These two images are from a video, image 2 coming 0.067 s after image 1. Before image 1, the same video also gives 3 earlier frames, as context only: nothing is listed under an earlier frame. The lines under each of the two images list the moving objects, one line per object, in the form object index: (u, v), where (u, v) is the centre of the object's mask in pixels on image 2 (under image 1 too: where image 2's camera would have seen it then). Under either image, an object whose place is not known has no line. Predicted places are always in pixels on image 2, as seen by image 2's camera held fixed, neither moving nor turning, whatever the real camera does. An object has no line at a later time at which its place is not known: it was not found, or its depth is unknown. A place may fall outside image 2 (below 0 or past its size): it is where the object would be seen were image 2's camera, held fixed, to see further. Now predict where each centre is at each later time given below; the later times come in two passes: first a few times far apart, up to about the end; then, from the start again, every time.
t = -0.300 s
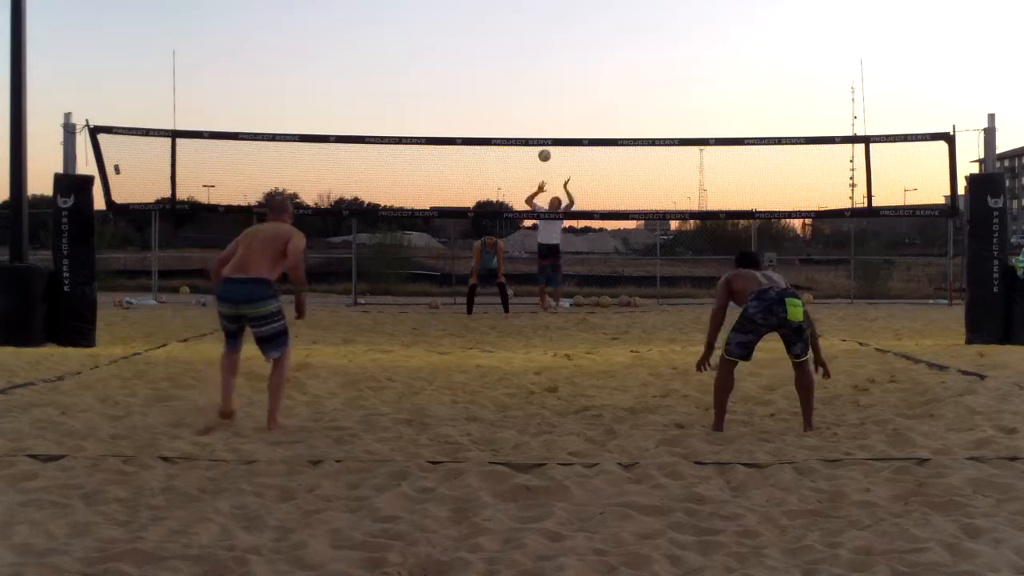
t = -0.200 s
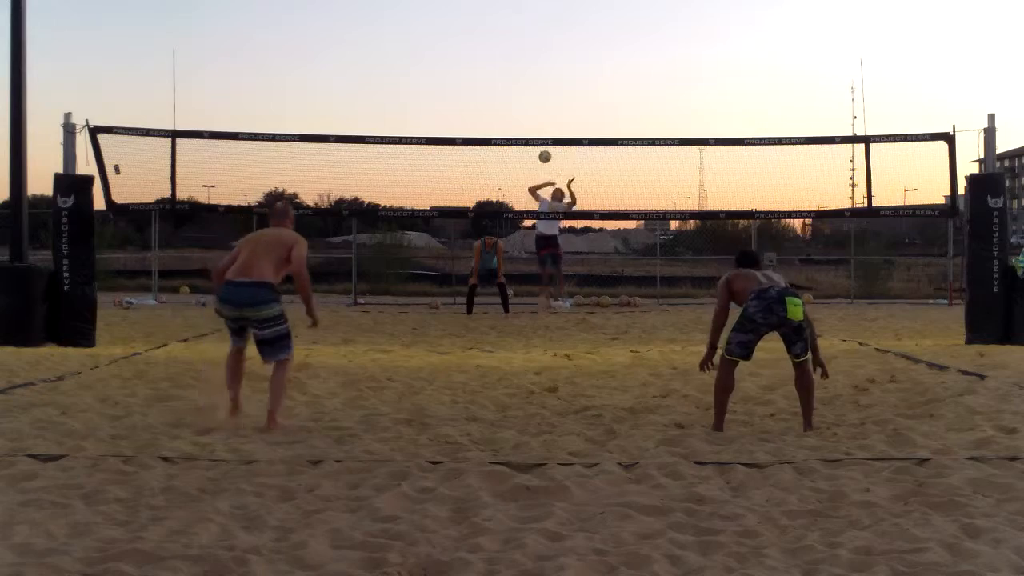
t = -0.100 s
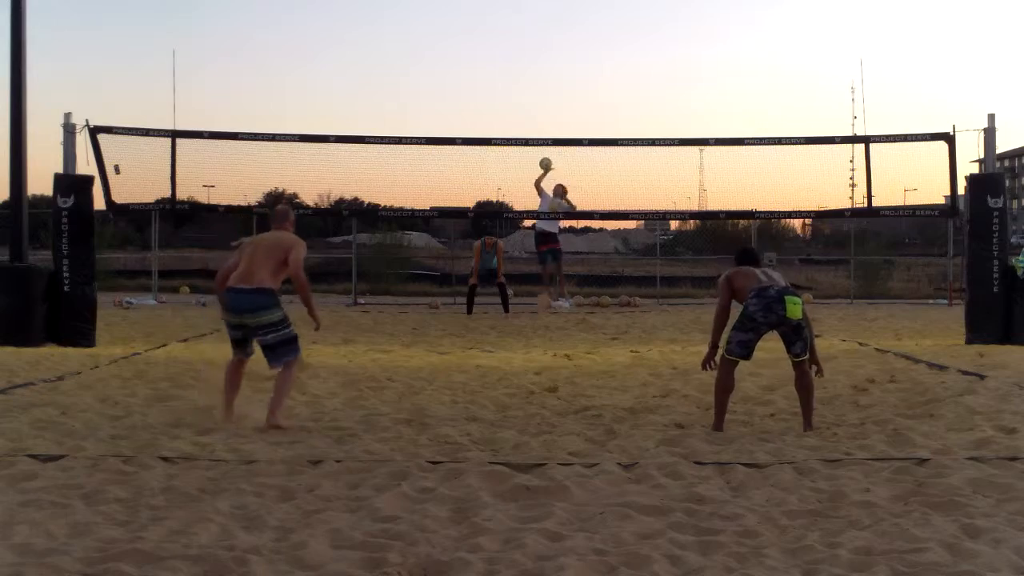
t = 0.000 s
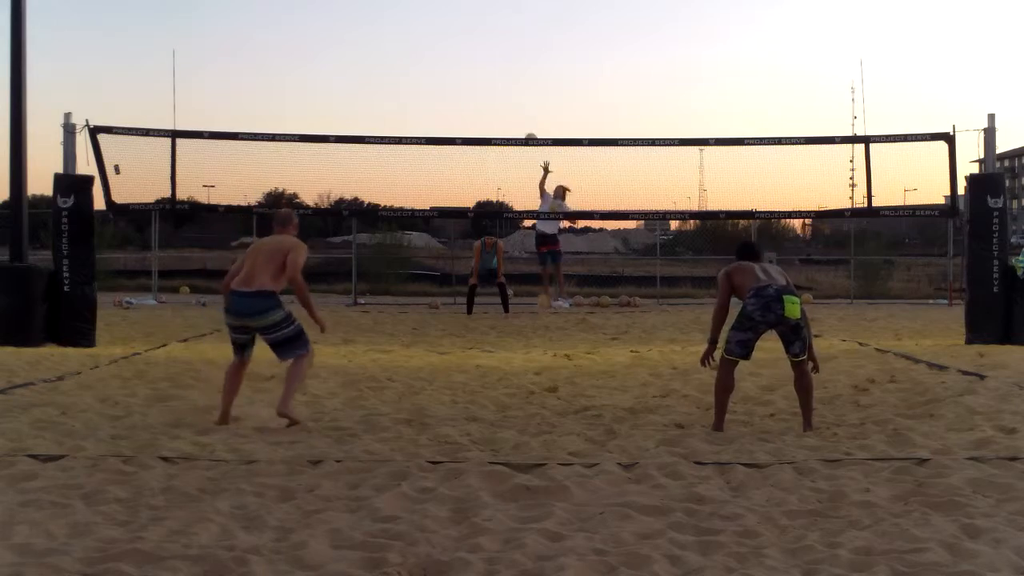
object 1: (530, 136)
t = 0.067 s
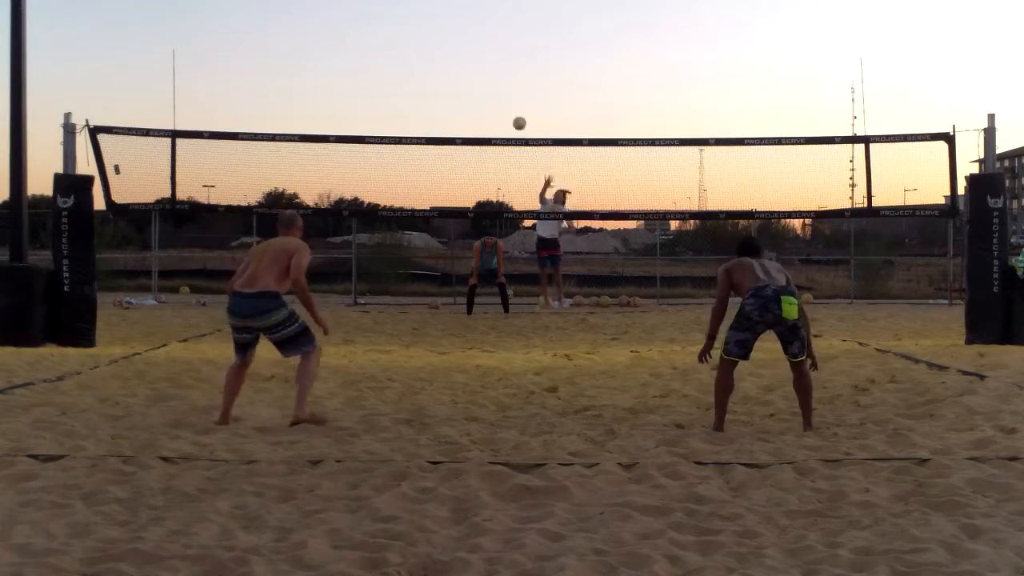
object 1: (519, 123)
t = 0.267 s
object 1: (483, 86)
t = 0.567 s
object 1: (413, 73)
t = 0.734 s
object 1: (359, 96)
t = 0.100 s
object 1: (513, 116)
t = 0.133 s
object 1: (507, 109)
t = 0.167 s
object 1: (502, 103)
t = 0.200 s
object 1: (495, 97)
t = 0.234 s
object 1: (489, 91)
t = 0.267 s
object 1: (483, 86)
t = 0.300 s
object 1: (476, 81)
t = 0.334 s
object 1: (469, 78)
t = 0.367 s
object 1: (462, 75)
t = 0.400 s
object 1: (455, 73)
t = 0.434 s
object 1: (447, 71)
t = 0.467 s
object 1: (439, 70)
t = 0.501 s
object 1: (431, 70)
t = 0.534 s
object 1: (422, 71)
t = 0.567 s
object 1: (413, 73)
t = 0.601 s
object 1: (403, 75)
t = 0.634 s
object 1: (393, 79)
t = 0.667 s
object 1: (382, 83)
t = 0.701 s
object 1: (371, 89)
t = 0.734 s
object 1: (359, 96)
